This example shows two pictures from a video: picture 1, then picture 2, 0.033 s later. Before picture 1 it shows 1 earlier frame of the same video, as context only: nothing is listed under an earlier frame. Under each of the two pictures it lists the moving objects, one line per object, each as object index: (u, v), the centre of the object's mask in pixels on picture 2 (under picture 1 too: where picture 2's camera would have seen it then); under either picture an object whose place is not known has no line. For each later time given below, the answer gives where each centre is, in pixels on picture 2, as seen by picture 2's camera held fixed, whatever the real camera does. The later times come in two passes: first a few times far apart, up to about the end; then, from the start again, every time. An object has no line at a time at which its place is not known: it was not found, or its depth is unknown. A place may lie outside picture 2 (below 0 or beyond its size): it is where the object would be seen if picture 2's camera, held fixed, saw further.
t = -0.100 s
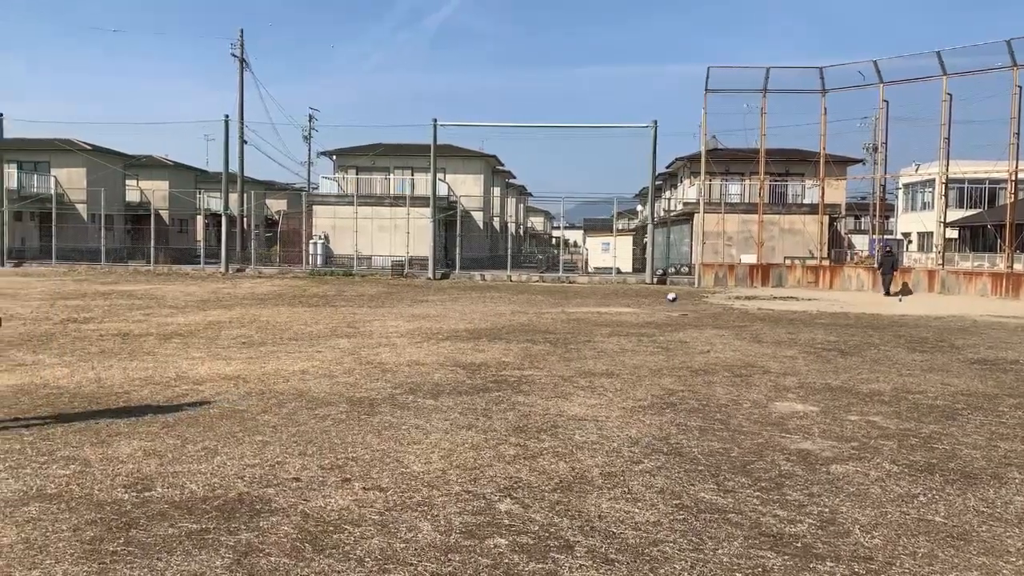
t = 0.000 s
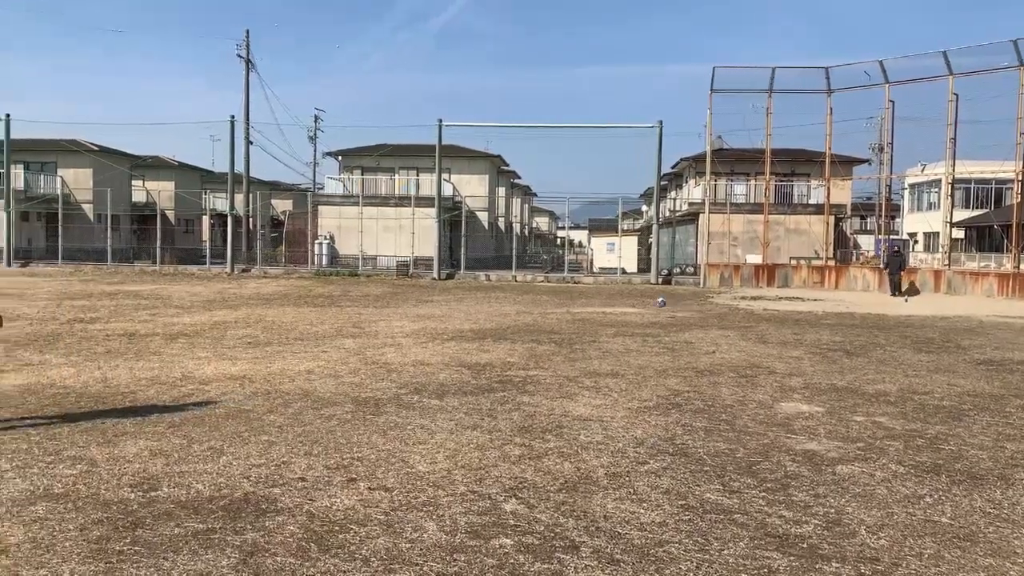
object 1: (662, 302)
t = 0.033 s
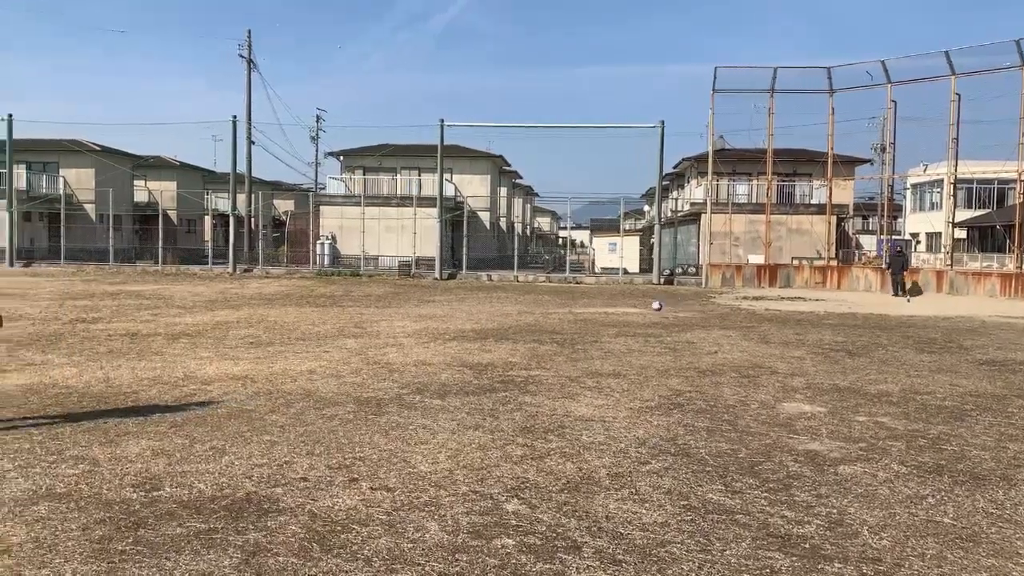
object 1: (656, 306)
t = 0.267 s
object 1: (621, 308)
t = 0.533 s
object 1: (576, 317)
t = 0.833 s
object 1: (522, 327)
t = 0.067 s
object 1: (651, 310)
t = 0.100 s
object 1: (645, 314)
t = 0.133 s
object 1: (640, 313)
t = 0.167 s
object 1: (636, 311)
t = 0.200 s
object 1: (631, 310)
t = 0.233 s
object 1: (626, 309)
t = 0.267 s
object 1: (621, 308)
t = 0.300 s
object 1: (616, 309)
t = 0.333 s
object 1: (610, 309)
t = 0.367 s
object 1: (605, 311)
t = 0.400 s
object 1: (600, 313)
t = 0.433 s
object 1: (594, 316)
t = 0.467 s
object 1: (588, 319)
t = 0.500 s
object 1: (583, 319)
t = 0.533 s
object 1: (576, 317)
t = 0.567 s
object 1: (572, 315)
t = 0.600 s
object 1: (565, 315)
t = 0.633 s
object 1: (560, 314)
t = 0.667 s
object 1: (554, 314)
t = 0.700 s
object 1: (548, 316)
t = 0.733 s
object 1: (542, 317)
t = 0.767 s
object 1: (536, 321)
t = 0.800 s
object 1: (529, 324)
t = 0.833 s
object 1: (522, 327)
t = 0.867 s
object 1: (516, 328)
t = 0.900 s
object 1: (509, 327)
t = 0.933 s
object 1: (502, 327)
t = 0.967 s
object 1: (495, 328)
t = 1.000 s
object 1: (489, 329)
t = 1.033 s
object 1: (481, 332)
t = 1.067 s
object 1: (473, 334)
